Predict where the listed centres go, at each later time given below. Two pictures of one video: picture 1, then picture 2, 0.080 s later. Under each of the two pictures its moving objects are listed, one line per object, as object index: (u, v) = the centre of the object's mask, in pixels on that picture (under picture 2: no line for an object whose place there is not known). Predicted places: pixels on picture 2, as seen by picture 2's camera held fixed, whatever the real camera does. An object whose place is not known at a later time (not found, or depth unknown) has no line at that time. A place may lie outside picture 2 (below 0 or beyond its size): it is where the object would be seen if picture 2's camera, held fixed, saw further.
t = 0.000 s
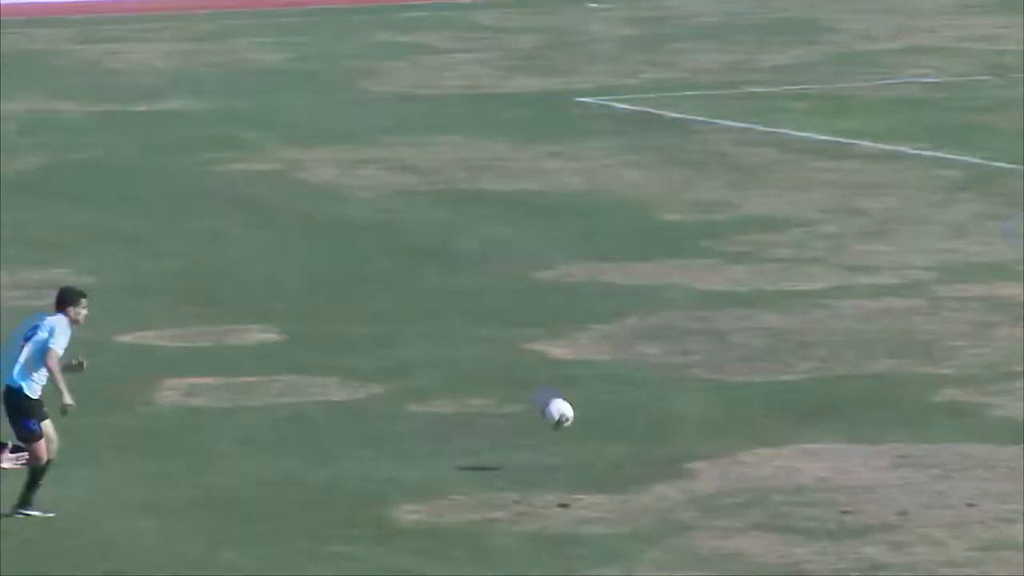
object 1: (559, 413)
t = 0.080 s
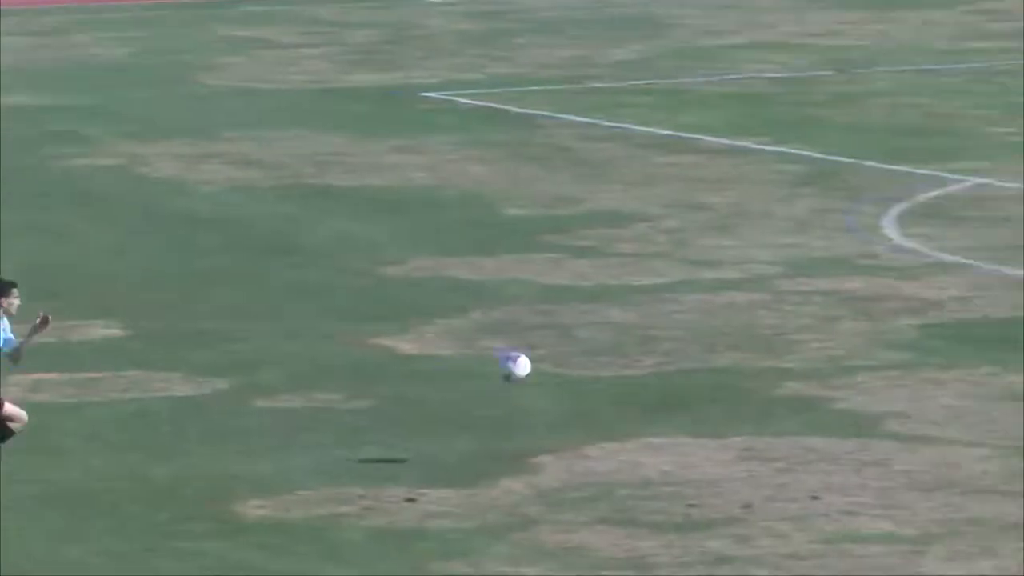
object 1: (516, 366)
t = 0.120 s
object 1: (572, 351)
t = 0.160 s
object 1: (627, 335)
